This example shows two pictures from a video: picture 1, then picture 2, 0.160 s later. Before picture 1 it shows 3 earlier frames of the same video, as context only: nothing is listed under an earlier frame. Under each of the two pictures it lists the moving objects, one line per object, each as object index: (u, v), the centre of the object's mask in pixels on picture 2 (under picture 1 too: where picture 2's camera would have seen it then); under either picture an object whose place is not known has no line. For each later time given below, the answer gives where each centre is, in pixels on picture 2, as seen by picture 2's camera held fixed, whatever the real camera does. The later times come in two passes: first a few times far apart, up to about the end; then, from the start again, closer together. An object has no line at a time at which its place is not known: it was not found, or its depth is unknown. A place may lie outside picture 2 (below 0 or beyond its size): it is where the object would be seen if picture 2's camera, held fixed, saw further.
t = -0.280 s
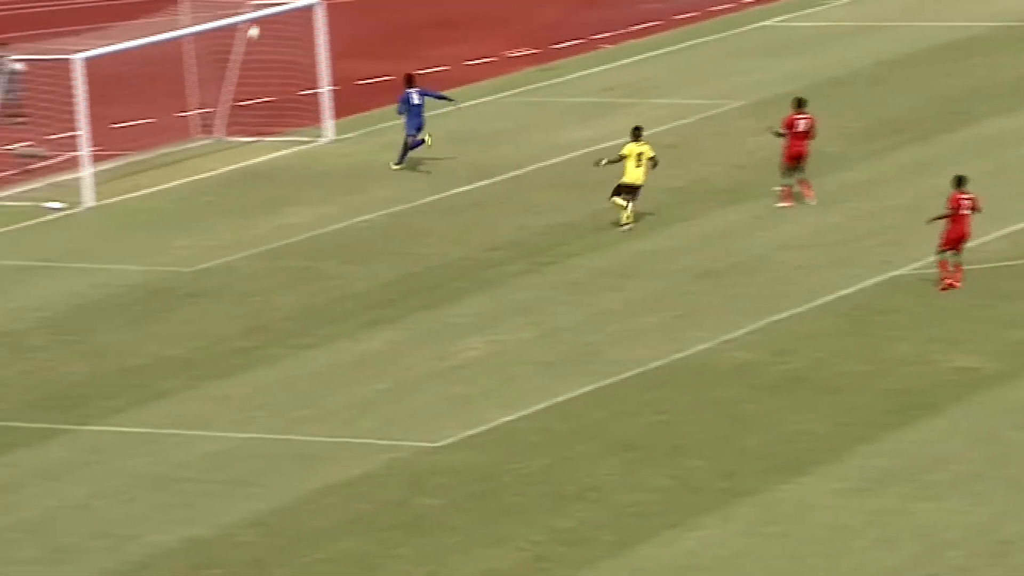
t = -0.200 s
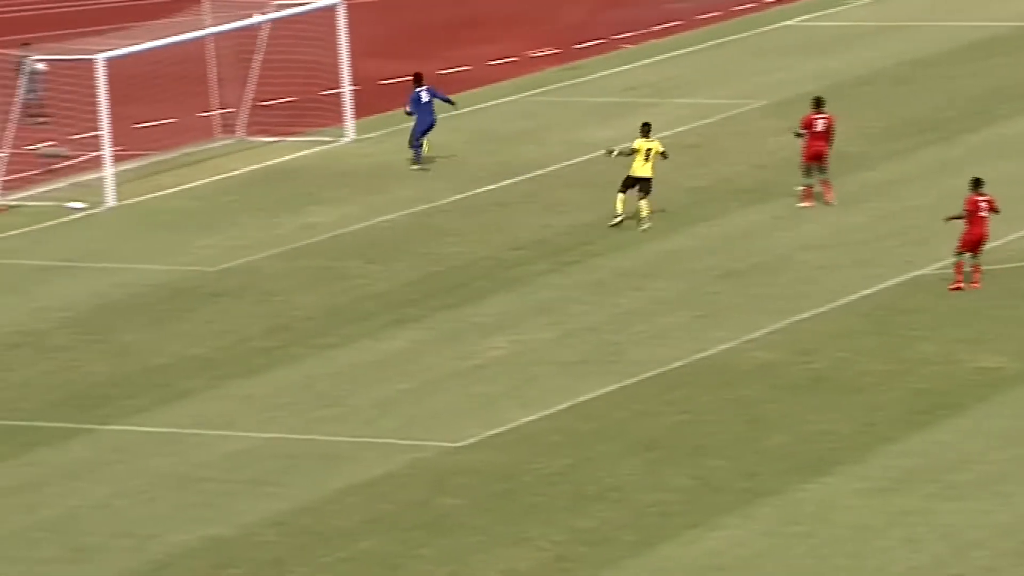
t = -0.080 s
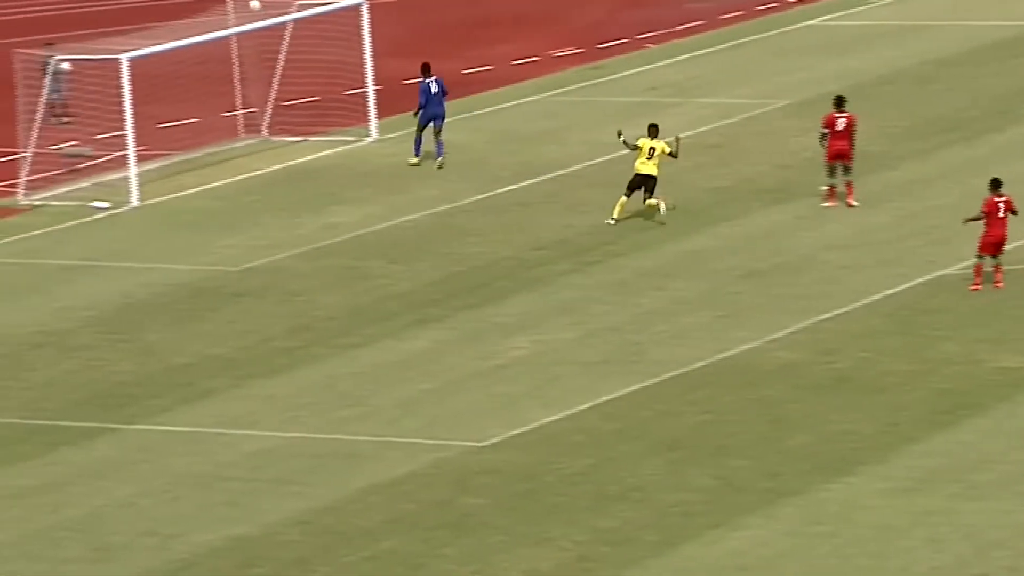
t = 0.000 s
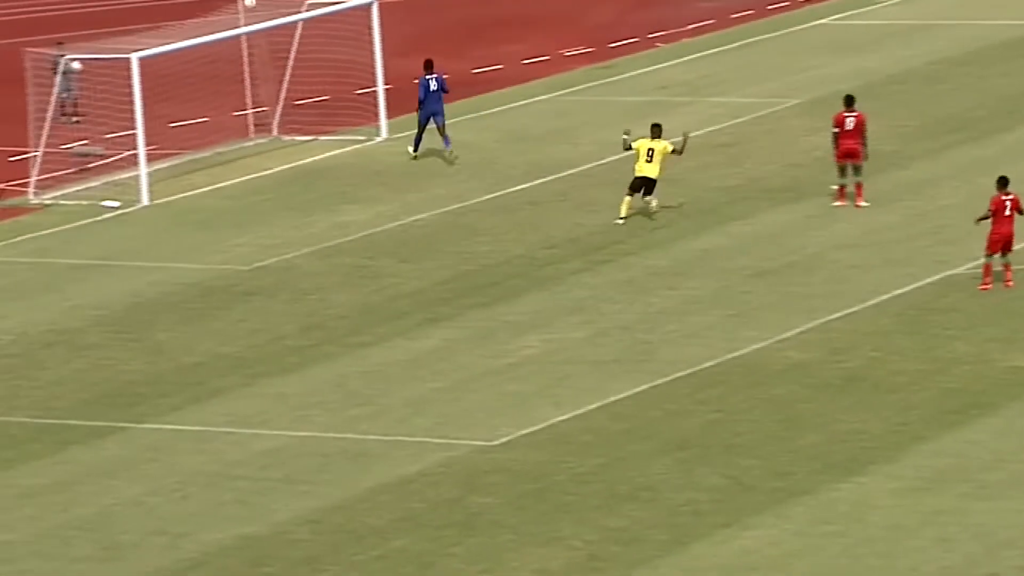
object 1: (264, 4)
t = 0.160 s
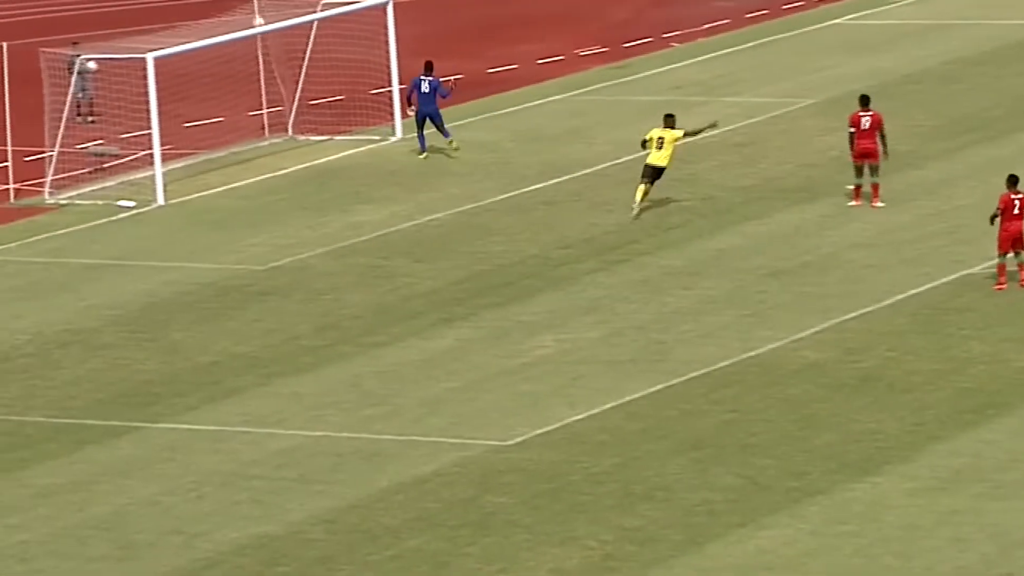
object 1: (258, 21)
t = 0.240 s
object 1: (257, 38)
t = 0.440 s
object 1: (251, 90)
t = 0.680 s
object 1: (247, 126)
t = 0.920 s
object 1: (240, 110)
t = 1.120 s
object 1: (238, 120)
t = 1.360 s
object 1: (244, 138)
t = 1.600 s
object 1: (252, 136)
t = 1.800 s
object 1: (253, 137)
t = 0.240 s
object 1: (257, 38)
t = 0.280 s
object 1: (255, 47)
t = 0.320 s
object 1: (254, 56)
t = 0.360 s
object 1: (255, 67)
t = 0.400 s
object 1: (254, 78)
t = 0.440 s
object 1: (251, 90)
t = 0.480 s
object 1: (252, 103)
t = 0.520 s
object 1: (252, 117)
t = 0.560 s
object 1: (252, 131)
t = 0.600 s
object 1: (252, 136)
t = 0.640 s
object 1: (249, 132)
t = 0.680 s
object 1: (247, 126)
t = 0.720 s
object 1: (246, 121)
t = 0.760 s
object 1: (244, 117)
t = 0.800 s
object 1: (242, 114)
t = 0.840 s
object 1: (241, 112)
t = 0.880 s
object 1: (241, 110)
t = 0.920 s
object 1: (240, 110)
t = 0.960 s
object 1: (239, 111)
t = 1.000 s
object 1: (238, 112)
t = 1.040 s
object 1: (238, 113)
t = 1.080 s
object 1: (238, 116)
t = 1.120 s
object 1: (238, 120)
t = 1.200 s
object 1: (238, 128)
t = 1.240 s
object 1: (238, 133)
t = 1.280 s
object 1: (240, 137)
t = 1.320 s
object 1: (243, 139)
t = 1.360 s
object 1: (244, 138)
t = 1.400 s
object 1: (246, 137)
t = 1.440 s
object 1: (248, 138)
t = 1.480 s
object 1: (251, 137)
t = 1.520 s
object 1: (251, 136)
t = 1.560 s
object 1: (251, 136)
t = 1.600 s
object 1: (252, 136)
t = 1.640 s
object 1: (253, 136)
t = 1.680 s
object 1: (253, 137)
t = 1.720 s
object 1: (253, 137)
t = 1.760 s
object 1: (253, 137)
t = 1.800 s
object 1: (253, 137)
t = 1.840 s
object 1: (252, 137)
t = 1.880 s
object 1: (252, 137)
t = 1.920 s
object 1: (252, 137)
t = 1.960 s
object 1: (253, 137)
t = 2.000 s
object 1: (253, 137)
